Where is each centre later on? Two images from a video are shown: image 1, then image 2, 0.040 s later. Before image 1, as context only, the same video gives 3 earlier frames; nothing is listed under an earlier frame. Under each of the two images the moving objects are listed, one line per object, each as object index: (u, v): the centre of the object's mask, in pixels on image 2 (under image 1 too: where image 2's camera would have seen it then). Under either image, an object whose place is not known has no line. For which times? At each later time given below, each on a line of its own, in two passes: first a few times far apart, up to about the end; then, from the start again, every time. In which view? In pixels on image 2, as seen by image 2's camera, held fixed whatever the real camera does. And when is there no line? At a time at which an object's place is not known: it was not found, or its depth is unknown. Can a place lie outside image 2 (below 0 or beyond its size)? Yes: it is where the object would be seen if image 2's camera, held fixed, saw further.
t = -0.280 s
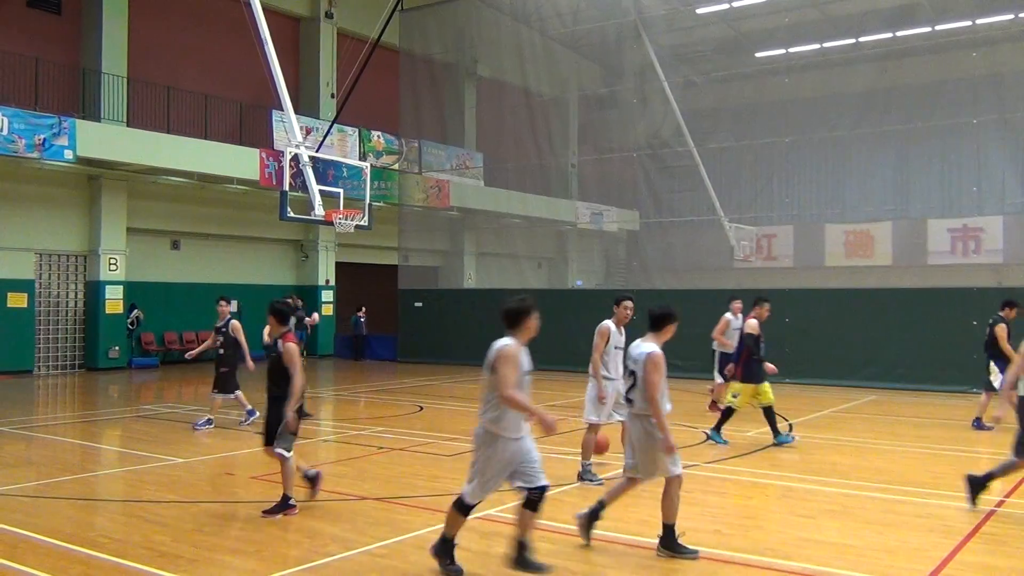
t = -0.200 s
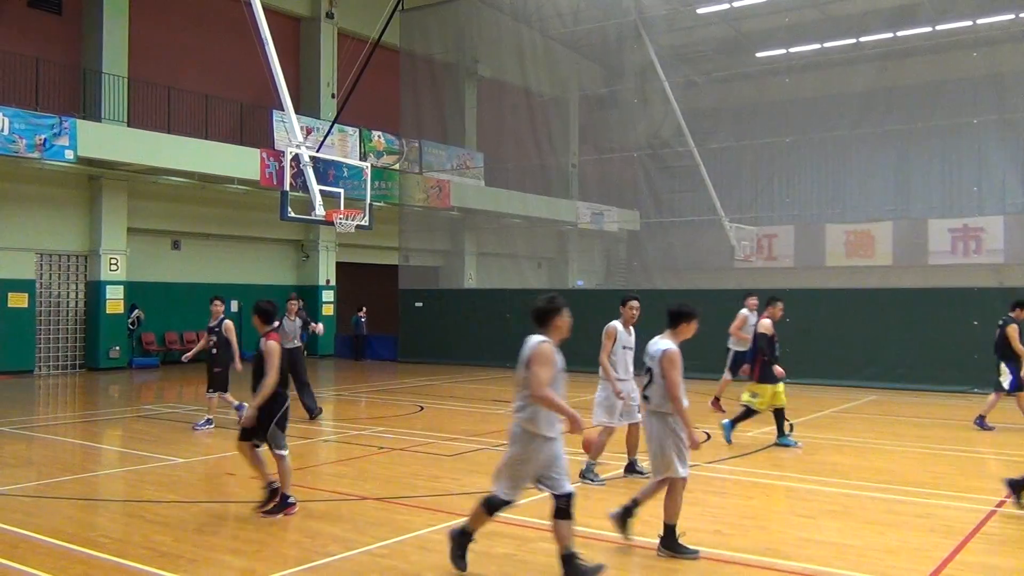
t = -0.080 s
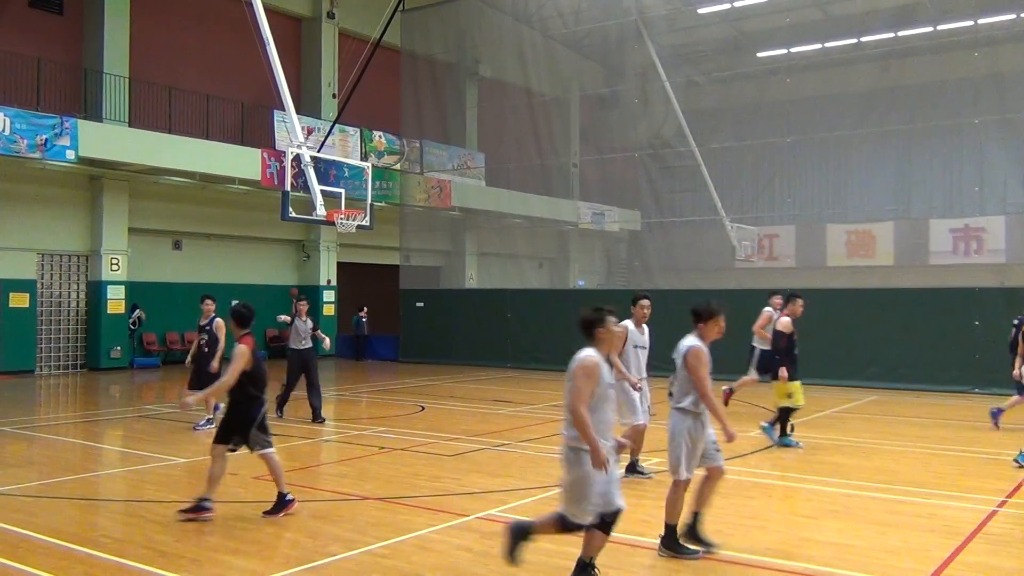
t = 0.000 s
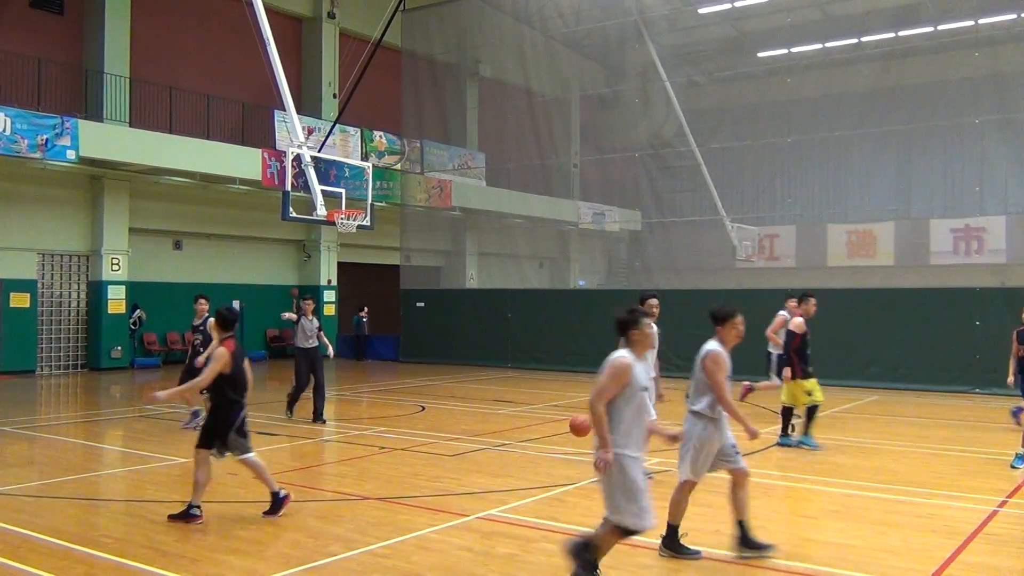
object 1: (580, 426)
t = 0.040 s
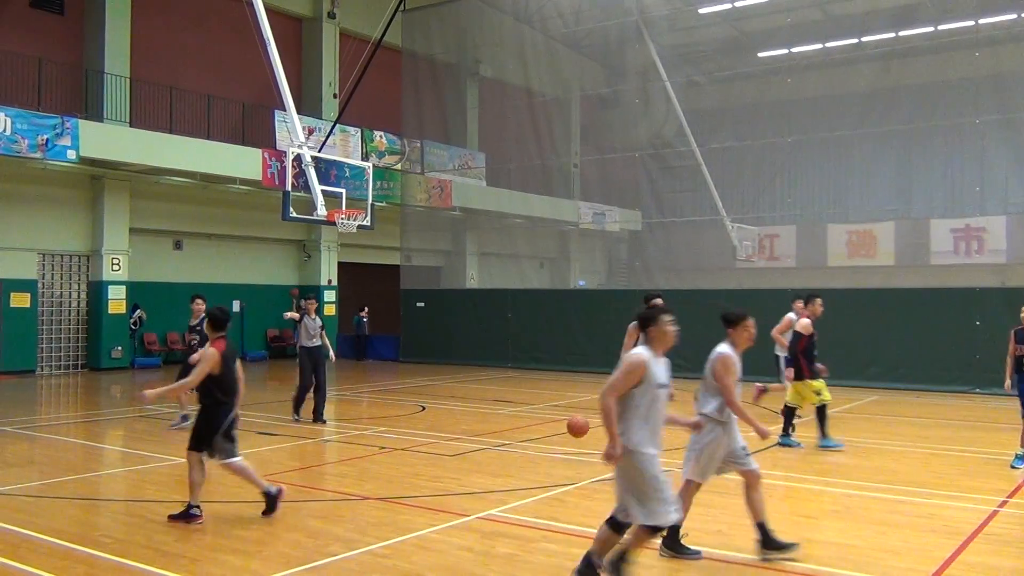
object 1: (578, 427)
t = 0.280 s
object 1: (561, 441)
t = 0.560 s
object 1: (543, 438)
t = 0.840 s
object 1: (526, 435)
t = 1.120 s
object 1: (509, 436)
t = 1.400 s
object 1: (493, 437)
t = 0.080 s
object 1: (575, 429)
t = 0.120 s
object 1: (572, 432)
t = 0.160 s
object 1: (569, 437)
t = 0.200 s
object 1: (567, 443)
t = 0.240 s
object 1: (563, 448)
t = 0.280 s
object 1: (561, 441)
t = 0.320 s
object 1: (558, 436)
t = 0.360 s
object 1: (556, 434)
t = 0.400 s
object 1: (553, 431)
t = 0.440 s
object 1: (551, 431)
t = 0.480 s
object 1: (548, 432)
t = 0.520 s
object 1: (546, 435)
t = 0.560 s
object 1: (543, 438)
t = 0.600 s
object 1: (540, 443)
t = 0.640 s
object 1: (538, 444)
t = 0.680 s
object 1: (535, 440)
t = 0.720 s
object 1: (533, 436)
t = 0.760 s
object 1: (531, 434)
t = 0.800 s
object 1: (528, 434)
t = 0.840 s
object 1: (526, 435)
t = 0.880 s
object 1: (523, 437)
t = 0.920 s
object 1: (520, 441)
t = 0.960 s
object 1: (517, 442)
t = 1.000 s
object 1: (516, 438)
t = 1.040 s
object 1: (513, 436)
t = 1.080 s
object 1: (511, 435)
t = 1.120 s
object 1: (509, 436)
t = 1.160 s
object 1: (507, 437)
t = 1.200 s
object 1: (503, 440)
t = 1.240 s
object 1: (502, 439)
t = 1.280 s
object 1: (499, 436)
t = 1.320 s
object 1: (497, 436)
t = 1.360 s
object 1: (495, 436)
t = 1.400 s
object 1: (493, 437)
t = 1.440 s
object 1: (490, 440)
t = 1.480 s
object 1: (488, 437)
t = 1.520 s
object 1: (486, 436)
